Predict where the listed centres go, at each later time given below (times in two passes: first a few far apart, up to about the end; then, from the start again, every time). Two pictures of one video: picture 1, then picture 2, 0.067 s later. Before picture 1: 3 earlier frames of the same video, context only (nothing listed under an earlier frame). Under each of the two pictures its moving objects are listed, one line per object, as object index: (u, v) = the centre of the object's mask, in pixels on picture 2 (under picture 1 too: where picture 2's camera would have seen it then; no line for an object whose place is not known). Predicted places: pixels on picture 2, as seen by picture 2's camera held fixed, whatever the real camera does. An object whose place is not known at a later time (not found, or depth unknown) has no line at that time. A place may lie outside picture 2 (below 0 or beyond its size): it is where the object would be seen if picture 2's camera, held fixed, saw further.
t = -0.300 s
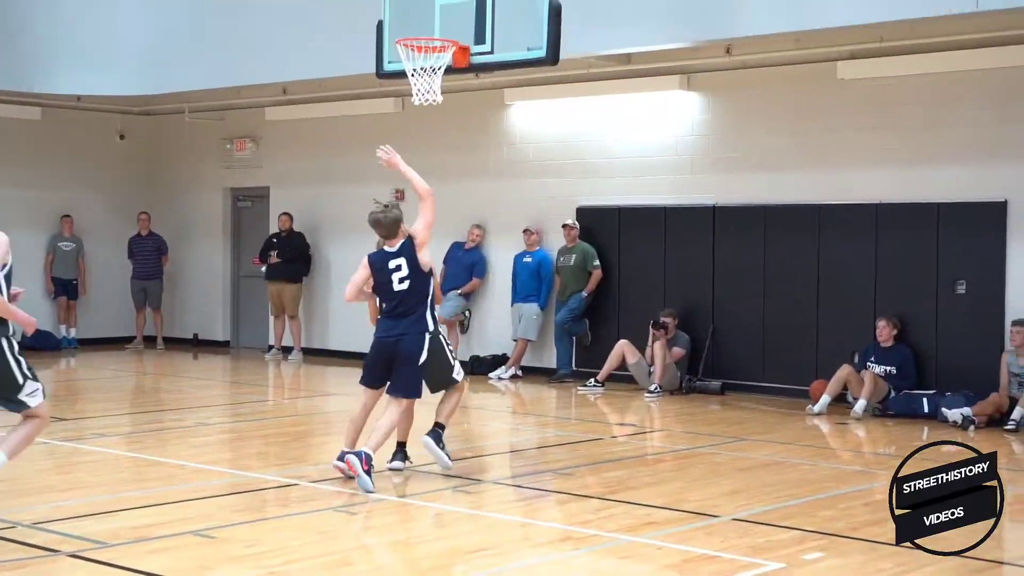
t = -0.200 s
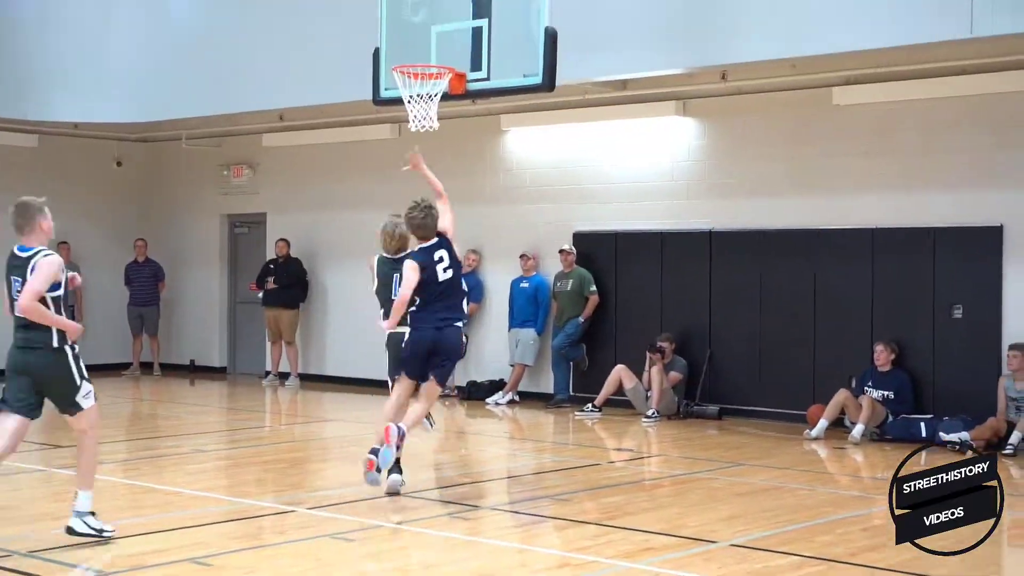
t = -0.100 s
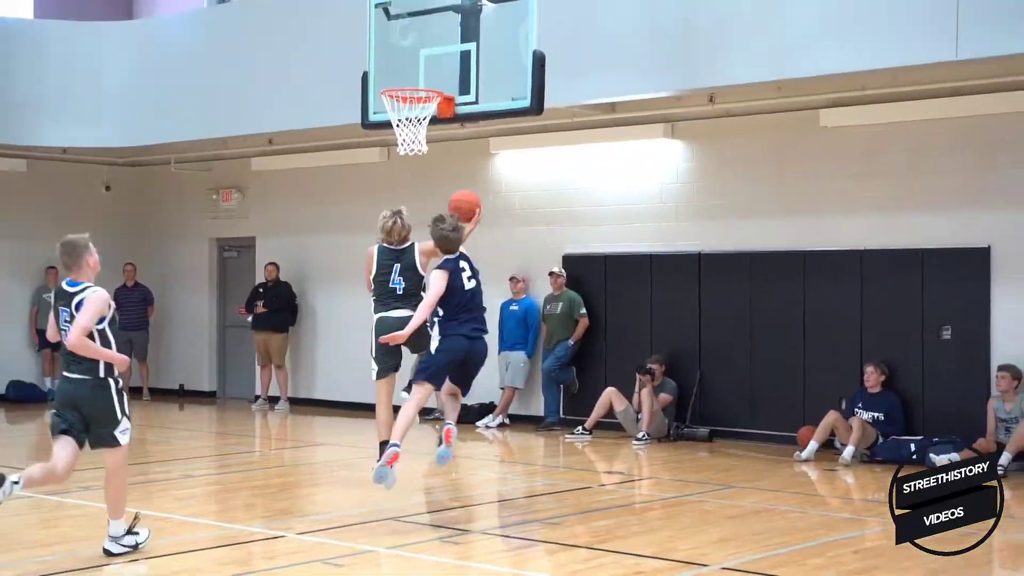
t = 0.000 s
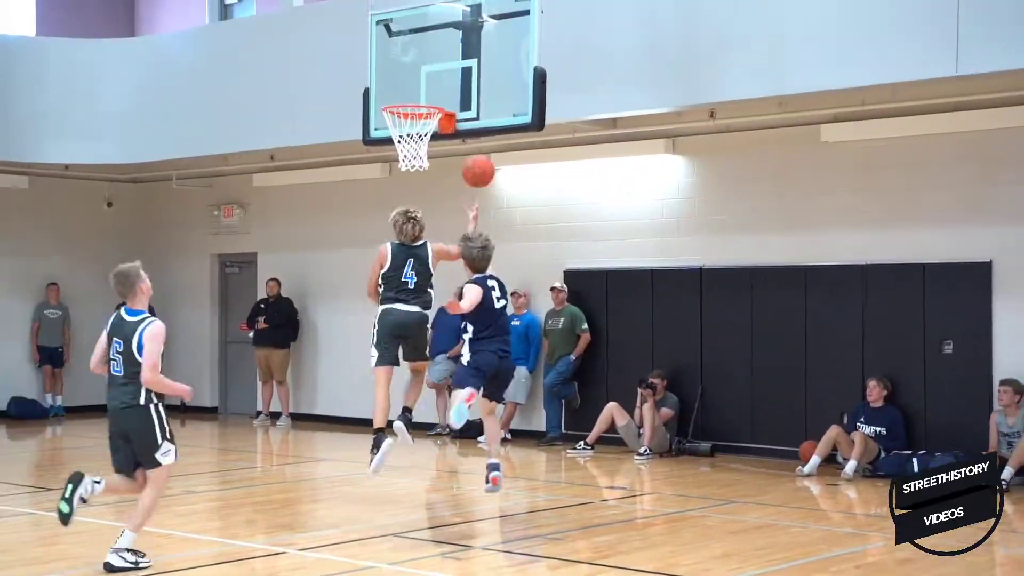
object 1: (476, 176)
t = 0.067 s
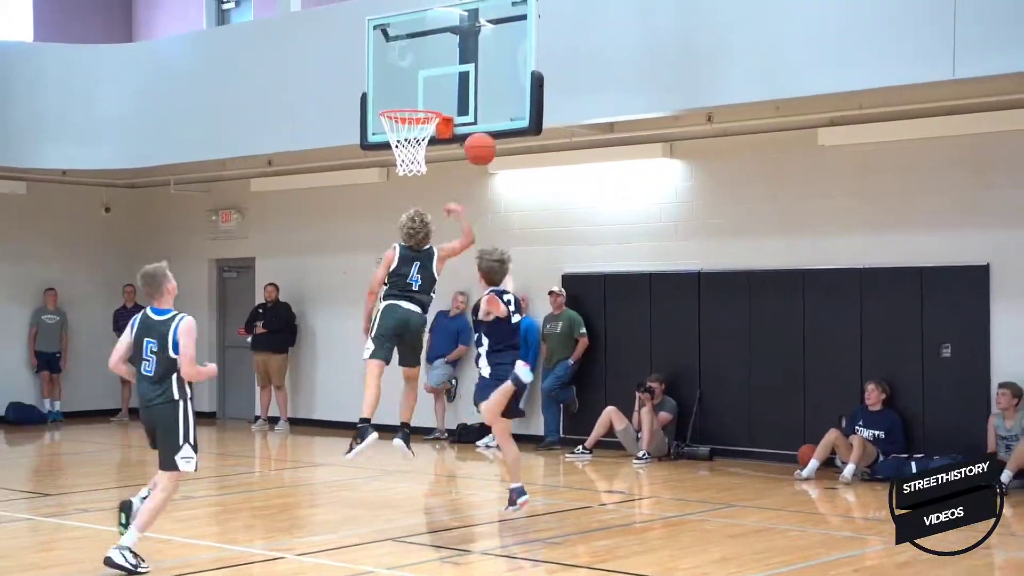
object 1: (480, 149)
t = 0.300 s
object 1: (495, 104)
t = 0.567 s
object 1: (460, 114)
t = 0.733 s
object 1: (434, 165)
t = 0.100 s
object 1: (482, 138)
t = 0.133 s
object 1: (484, 129)
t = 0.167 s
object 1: (487, 121)
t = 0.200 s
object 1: (489, 115)
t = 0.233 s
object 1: (491, 110)
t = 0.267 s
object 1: (493, 107)
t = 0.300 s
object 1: (495, 104)
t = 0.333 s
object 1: (496, 103)
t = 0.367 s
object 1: (491, 100)
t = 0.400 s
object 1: (486, 99)
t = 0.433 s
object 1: (480, 99)
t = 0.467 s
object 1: (475, 101)
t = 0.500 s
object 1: (470, 104)
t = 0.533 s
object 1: (465, 109)
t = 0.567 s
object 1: (460, 114)
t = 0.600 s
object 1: (453, 123)
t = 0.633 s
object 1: (450, 130)
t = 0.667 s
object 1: (445, 140)
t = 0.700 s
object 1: (439, 152)
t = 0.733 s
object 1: (434, 165)
